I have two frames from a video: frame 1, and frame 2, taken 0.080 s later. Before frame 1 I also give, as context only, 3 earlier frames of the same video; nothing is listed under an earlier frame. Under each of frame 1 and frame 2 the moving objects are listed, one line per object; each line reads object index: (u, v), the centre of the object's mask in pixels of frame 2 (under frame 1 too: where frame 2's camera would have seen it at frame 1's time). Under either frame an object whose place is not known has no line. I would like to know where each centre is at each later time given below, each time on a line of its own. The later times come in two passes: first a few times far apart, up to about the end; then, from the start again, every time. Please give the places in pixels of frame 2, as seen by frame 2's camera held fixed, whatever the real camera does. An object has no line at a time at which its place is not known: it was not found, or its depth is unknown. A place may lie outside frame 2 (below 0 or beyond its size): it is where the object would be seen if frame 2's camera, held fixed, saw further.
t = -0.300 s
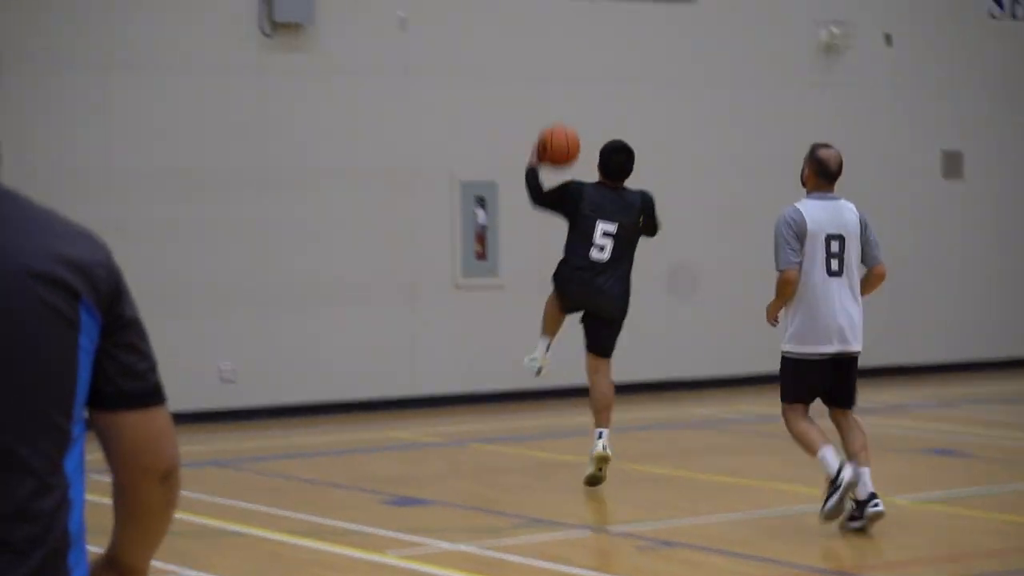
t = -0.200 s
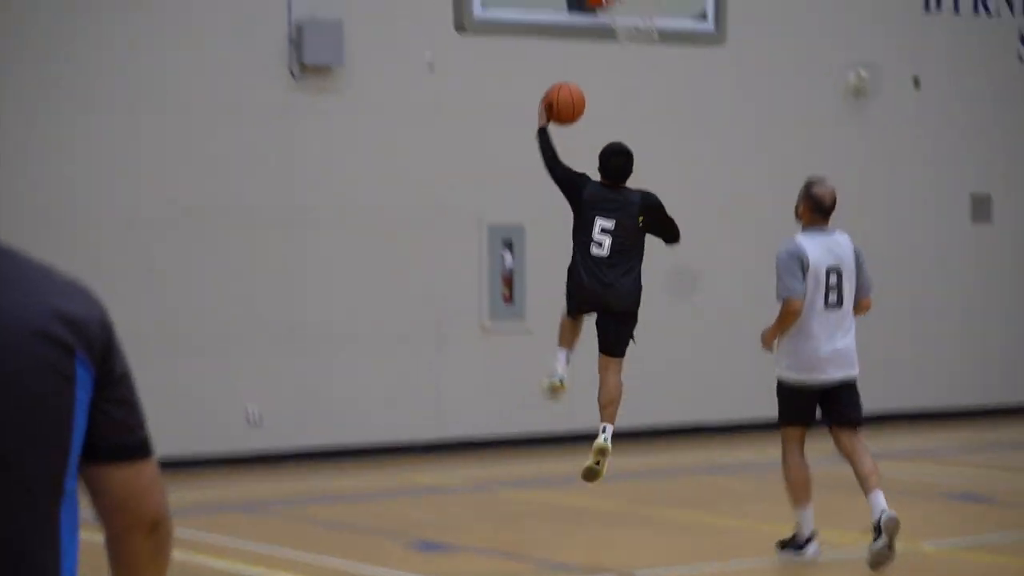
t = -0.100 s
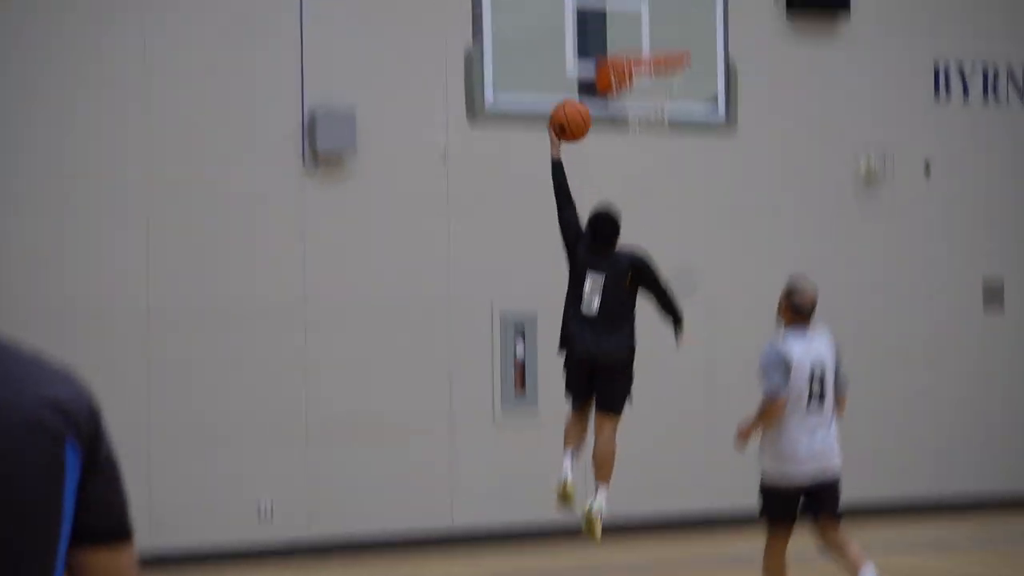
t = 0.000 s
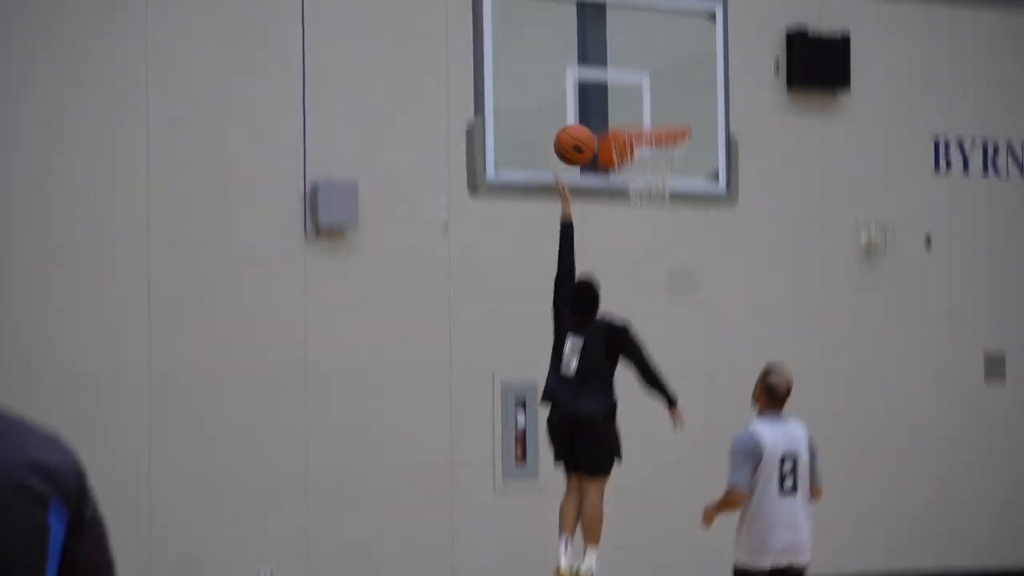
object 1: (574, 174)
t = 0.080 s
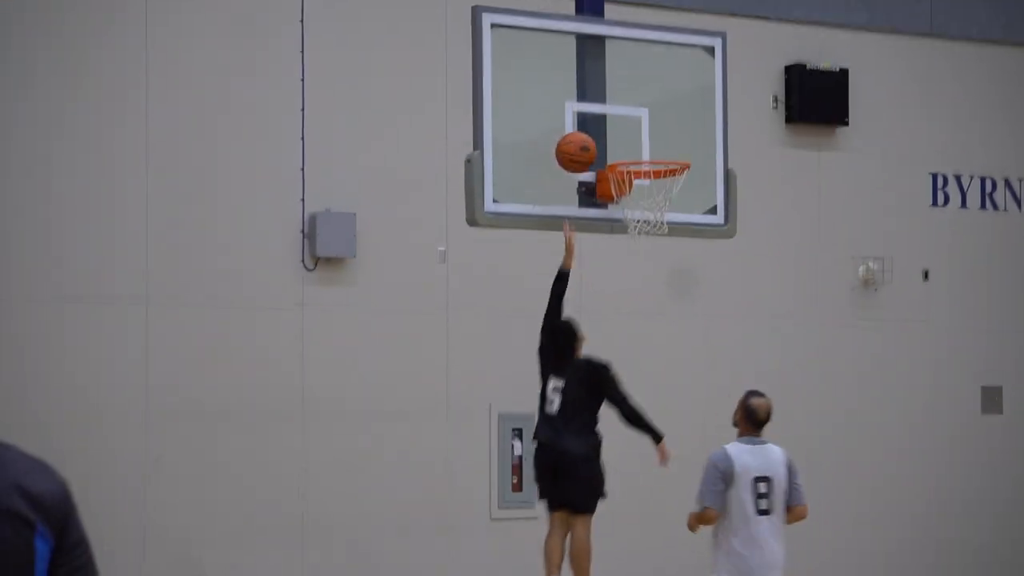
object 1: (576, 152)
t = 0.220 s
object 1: (594, 133)
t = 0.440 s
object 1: (639, 164)
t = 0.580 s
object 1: (663, 219)
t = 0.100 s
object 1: (576, 148)
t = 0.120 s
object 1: (577, 144)
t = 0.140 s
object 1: (578, 141)
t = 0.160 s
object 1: (582, 138)
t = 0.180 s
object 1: (586, 135)
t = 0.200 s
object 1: (590, 133)
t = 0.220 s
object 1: (594, 133)
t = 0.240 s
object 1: (598, 133)
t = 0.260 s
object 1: (602, 133)
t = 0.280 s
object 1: (606, 134)
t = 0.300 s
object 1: (610, 136)
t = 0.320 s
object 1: (614, 138)
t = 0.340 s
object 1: (618, 140)
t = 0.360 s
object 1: (622, 143)
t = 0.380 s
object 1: (626, 146)
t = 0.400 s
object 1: (630, 148)
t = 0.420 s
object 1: (634, 151)
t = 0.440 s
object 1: (639, 164)
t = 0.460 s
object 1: (642, 171)
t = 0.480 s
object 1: (646, 181)
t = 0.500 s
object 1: (650, 186)
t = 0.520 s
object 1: (654, 197)
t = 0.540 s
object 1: (658, 205)
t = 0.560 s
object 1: (661, 212)
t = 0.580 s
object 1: (663, 219)
